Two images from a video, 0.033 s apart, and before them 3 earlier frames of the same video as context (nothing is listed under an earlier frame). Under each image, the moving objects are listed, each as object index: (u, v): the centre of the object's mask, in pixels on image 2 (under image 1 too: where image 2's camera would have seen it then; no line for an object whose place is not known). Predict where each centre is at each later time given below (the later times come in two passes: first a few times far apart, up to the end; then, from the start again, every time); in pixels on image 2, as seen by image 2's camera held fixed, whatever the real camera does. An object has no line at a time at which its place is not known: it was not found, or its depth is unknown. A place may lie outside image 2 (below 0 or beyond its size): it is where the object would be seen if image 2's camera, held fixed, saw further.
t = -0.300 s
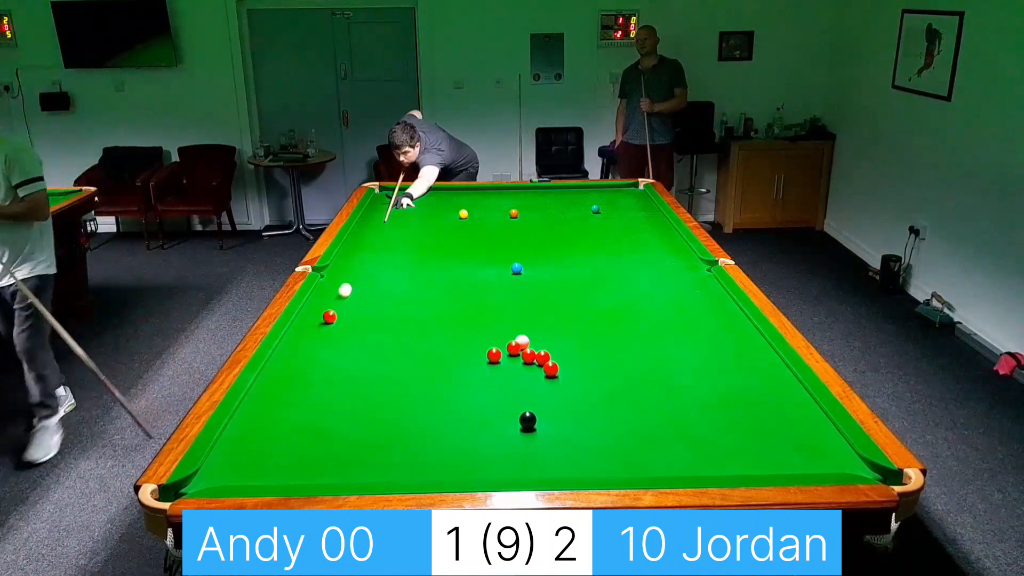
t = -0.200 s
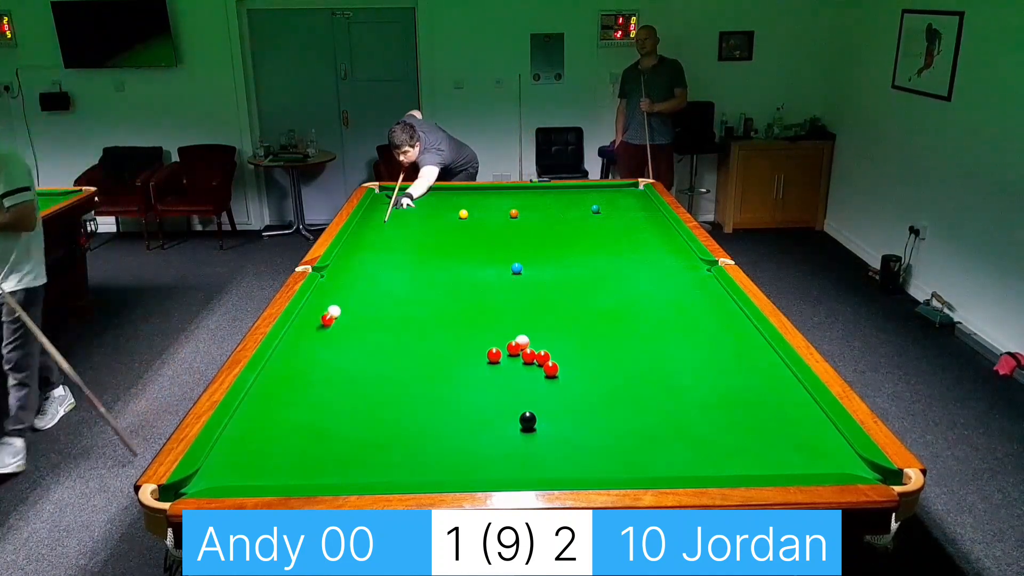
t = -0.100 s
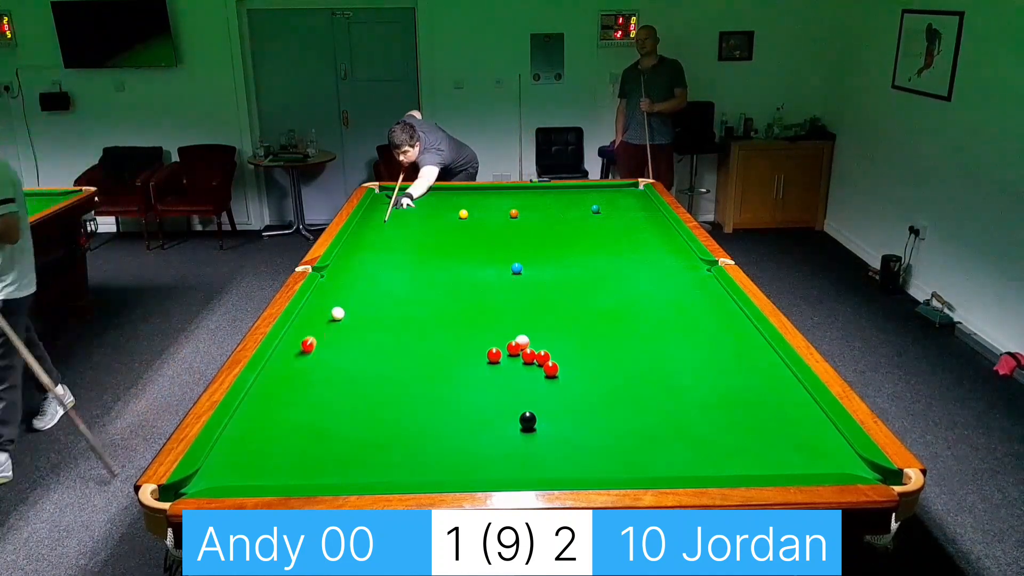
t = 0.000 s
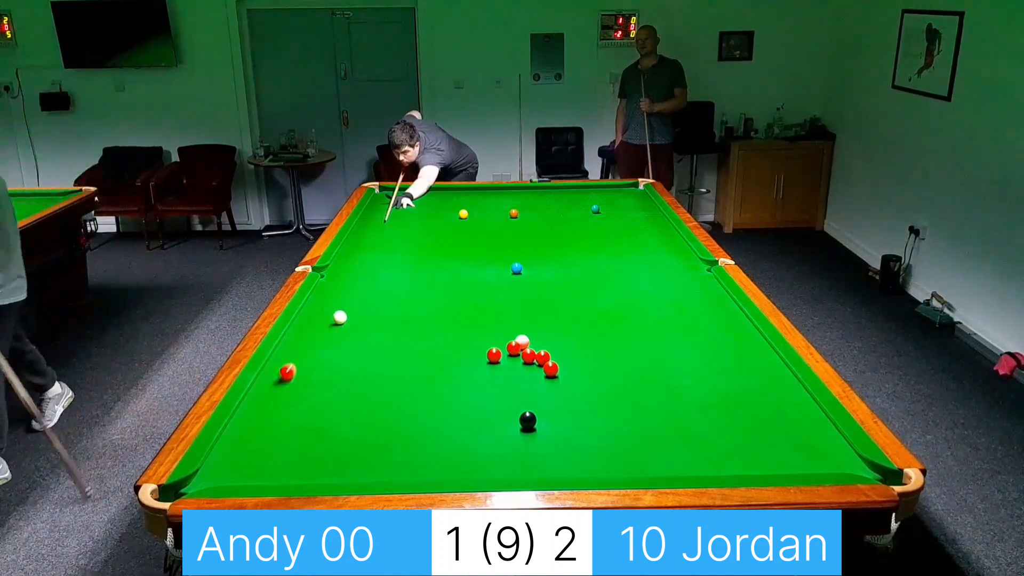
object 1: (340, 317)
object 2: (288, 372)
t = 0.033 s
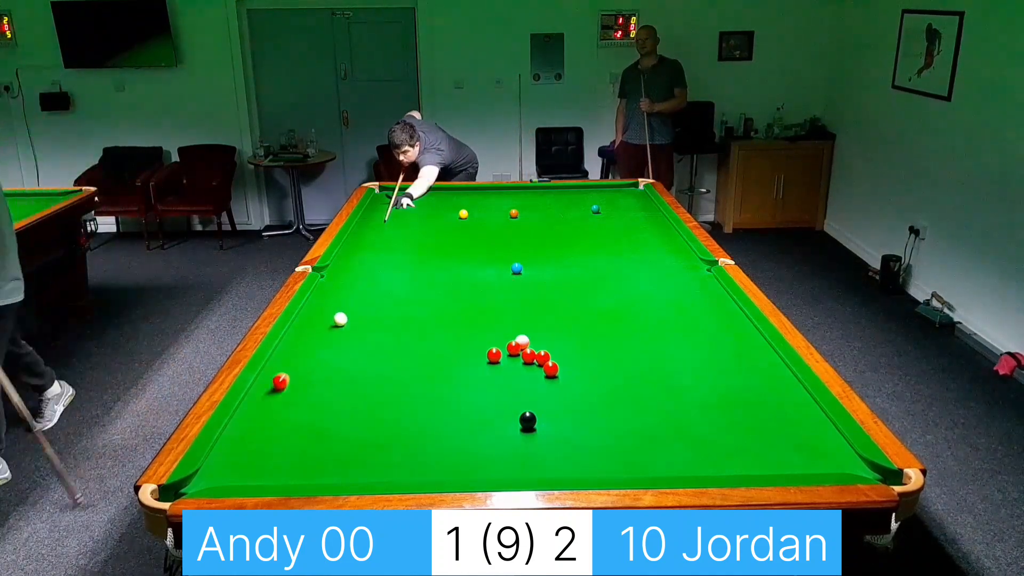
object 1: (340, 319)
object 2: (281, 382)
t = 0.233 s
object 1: (342, 331)
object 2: (237, 440)
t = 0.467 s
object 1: (345, 345)
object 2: (195, 485)
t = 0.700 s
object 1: (348, 360)
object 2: (203, 480)
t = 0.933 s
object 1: (351, 375)
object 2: (219, 479)
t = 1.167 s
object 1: (355, 392)
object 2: (232, 478)
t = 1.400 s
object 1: (359, 409)
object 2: (244, 478)
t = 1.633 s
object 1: (364, 426)
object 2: (255, 478)
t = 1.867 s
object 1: (368, 445)
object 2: (263, 478)
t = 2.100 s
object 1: (373, 464)
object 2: (271, 478)
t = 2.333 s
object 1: (380, 474)
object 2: (276, 478)
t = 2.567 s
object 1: (390, 464)
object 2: (280, 478)
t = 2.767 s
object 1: (398, 455)
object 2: (282, 478)
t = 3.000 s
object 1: (406, 445)
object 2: (283, 478)
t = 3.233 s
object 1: (413, 437)
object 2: (282, 478)
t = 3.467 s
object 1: (419, 429)
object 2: (282, 478)
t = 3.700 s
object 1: (425, 423)
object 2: (282, 478)
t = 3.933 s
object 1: (429, 418)
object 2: (282, 478)
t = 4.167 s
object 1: (433, 413)
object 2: (282, 478)
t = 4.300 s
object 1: (436, 411)
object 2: (282, 478)
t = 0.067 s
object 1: (340, 321)
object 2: (274, 391)
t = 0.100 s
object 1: (341, 323)
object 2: (266, 401)
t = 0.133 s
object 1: (341, 325)
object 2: (259, 410)
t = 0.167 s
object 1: (341, 327)
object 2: (252, 420)
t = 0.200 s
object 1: (342, 329)
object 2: (244, 430)
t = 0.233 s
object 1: (342, 331)
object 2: (237, 440)
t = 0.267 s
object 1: (342, 333)
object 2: (229, 451)
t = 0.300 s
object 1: (343, 335)
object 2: (221, 462)
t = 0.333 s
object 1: (343, 337)
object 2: (213, 473)
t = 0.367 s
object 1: (344, 339)
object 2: (204, 482)
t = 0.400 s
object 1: (344, 341)
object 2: (192, 484)
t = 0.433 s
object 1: (344, 343)
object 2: (190, 485)
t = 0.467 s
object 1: (345, 345)
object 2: (195, 485)
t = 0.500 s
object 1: (345, 347)
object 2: (196, 485)
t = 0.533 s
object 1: (346, 349)
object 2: (196, 483)
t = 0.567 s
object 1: (346, 351)
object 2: (196, 482)
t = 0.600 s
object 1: (347, 353)
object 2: (196, 480)
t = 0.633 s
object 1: (347, 355)
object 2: (198, 480)
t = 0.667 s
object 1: (348, 358)
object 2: (201, 480)
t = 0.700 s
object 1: (348, 360)
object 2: (203, 480)
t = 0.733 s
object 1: (348, 362)
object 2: (205, 479)
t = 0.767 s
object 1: (349, 364)
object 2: (208, 479)
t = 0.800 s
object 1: (349, 366)
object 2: (210, 479)
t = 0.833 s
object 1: (350, 369)
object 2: (212, 479)
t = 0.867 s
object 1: (350, 371)
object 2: (214, 479)
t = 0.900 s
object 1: (351, 373)
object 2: (216, 479)
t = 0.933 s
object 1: (351, 375)
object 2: (219, 479)
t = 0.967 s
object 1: (352, 378)
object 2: (221, 479)
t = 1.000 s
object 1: (352, 380)
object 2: (223, 479)
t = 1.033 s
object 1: (353, 382)
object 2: (225, 478)
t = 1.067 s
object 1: (353, 385)
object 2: (227, 478)
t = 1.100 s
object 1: (354, 387)
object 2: (228, 478)
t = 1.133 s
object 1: (354, 389)
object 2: (230, 478)
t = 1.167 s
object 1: (355, 392)
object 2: (232, 478)
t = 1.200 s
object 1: (356, 394)
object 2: (234, 479)
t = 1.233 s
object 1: (356, 396)
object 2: (236, 478)
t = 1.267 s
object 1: (357, 399)
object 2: (238, 478)
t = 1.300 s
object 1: (358, 401)
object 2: (239, 478)
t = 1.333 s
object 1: (358, 404)
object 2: (241, 478)
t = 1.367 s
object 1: (358, 406)
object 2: (243, 478)
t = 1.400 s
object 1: (359, 409)
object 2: (244, 478)
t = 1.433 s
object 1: (360, 411)
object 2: (246, 478)
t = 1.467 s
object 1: (360, 413)
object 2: (248, 478)
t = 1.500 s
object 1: (361, 416)
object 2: (249, 478)
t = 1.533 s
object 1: (362, 419)
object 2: (251, 478)
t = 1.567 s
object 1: (362, 421)
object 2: (252, 479)
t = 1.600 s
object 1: (363, 424)
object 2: (253, 479)
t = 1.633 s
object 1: (364, 426)
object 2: (255, 478)
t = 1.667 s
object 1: (364, 429)
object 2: (256, 479)
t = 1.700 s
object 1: (365, 431)
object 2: (257, 478)
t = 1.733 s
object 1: (366, 434)
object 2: (259, 478)
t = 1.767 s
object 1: (366, 437)
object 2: (260, 479)
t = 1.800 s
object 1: (367, 439)
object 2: (261, 479)
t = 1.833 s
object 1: (368, 442)
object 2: (262, 478)
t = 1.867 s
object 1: (368, 445)
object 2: (263, 478)
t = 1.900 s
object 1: (369, 447)
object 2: (264, 478)
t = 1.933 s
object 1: (370, 450)
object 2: (266, 479)
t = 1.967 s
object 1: (370, 453)
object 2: (267, 478)
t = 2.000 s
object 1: (371, 455)
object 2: (268, 478)
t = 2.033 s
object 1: (372, 458)
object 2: (269, 478)
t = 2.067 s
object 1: (373, 461)
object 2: (270, 478)
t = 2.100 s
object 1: (373, 464)
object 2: (271, 478)
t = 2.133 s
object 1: (374, 466)
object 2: (271, 478)
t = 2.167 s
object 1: (375, 469)
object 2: (272, 478)
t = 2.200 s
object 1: (375, 471)
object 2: (273, 478)
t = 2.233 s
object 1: (376, 473)
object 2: (274, 478)
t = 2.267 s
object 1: (377, 474)
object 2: (275, 479)
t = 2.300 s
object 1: (378, 476)
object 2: (275, 478)
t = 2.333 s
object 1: (380, 474)
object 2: (276, 478)
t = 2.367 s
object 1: (381, 473)
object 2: (277, 478)
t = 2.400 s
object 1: (383, 472)
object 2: (277, 478)
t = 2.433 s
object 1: (384, 471)
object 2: (278, 478)
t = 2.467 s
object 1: (386, 470)
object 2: (278, 478)
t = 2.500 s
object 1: (387, 468)
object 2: (279, 478)
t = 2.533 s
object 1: (389, 466)
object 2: (279, 478)
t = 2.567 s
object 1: (390, 464)
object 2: (280, 478)
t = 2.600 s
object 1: (391, 463)
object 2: (280, 478)
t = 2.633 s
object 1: (393, 461)
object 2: (280, 478)
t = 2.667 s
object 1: (394, 459)
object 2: (281, 478)
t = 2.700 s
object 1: (395, 458)
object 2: (281, 478)
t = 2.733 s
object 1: (397, 456)
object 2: (281, 478)
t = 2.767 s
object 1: (398, 455)
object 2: (282, 478)
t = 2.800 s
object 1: (399, 454)
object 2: (282, 478)
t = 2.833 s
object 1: (400, 452)
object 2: (282, 478)
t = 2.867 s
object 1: (402, 451)
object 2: (282, 478)
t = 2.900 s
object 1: (403, 449)
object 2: (282, 478)
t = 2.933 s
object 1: (404, 448)
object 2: (283, 478)
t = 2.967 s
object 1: (405, 447)
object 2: (283, 478)
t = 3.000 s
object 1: (406, 445)
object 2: (283, 478)
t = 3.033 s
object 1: (407, 444)
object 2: (283, 478)
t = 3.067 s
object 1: (408, 443)
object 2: (283, 478)
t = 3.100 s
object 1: (409, 441)
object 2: (282, 478)
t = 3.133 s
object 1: (410, 440)
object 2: (282, 478)
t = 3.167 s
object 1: (411, 439)
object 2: (282, 478)
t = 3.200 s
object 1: (412, 438)
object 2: (282, 478)
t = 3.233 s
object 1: (413, 437)
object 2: (282, 478)
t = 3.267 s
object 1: (414, 436)
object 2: (282, 478)
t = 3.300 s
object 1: (415, 435)
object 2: (282, 478)
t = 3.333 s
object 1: (416, 434)
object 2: (282, 478)
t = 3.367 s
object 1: (417, 432)
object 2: (282, 478)
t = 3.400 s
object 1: (418, 431)
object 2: (282, 478)
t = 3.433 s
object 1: (419, 430)
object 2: (282, 478)
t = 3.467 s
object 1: (419, 429)
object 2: (282, 478)
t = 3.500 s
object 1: (420, 428)
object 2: (282, 478)
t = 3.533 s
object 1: (421, 427)
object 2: (282, 478)
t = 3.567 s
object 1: (422, 426)
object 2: (282, 478)
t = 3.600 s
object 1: (423, 426)
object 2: (282, 478)
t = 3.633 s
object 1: (423, 425)
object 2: (282, 478)
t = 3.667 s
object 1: (424, 424)
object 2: (282, 478)
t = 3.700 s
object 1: (425, 423)
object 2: (282, 478)
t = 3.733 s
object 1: (425, 422)
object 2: (282, 478)
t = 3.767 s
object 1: (426, 421)
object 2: (282, 478)
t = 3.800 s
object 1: (427, 421)
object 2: (282, 478)
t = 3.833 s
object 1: (427, 420)
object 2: (282, 478)
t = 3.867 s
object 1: (428, 419)
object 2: (282, 478)
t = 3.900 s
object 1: (429, 419)
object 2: (282, 478)
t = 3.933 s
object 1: (429, 418)
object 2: (282, 478)
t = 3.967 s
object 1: (430, 417)
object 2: (282, 478)
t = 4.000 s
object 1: (431, 416)
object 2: (282, 478)
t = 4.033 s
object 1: (431, 416)
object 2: (282, 478)
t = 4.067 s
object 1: (432, 415)
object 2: (282, 478)
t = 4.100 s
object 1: (432, 415)
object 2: (282, 478)
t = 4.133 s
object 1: (433, 414)
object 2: (282, 478)
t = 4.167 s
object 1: (433, 413)
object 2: (282, 478)
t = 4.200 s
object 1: (434, 413)
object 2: (282, 478)
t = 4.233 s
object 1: (434, 412)
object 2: (282, 478)
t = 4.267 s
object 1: (435, 412)
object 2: (282, 478)
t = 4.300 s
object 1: (436, 411)
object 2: (282, 478)
